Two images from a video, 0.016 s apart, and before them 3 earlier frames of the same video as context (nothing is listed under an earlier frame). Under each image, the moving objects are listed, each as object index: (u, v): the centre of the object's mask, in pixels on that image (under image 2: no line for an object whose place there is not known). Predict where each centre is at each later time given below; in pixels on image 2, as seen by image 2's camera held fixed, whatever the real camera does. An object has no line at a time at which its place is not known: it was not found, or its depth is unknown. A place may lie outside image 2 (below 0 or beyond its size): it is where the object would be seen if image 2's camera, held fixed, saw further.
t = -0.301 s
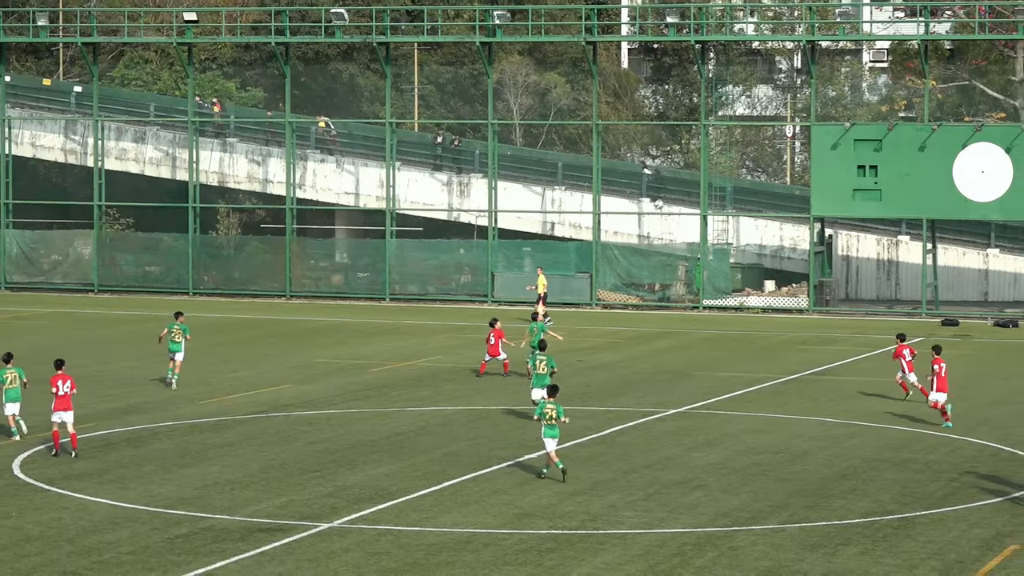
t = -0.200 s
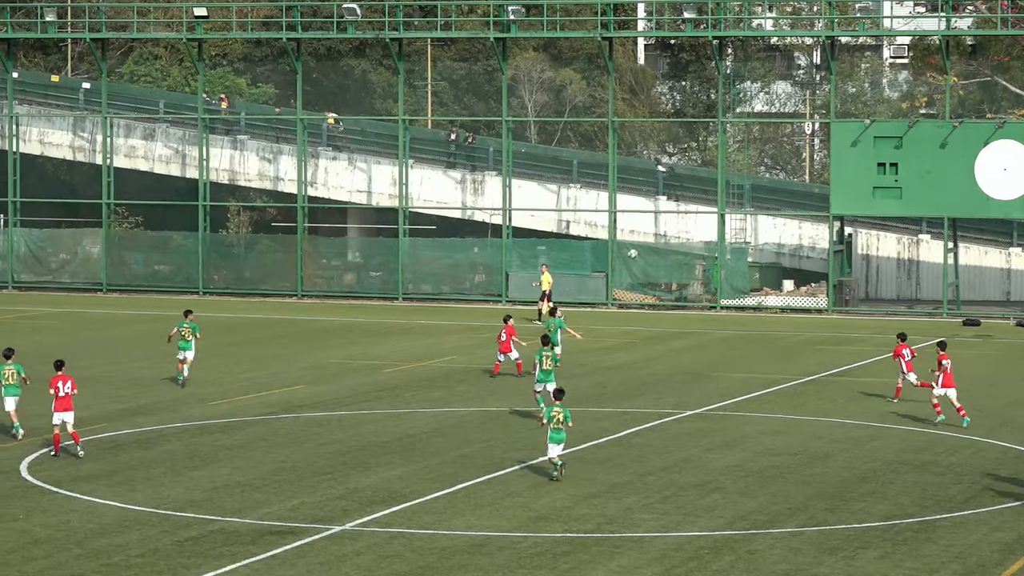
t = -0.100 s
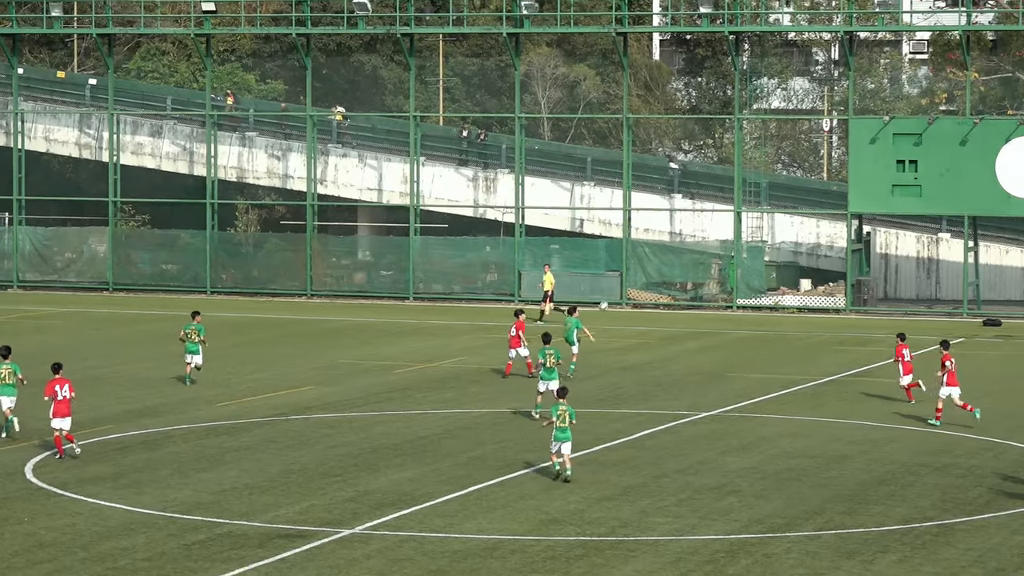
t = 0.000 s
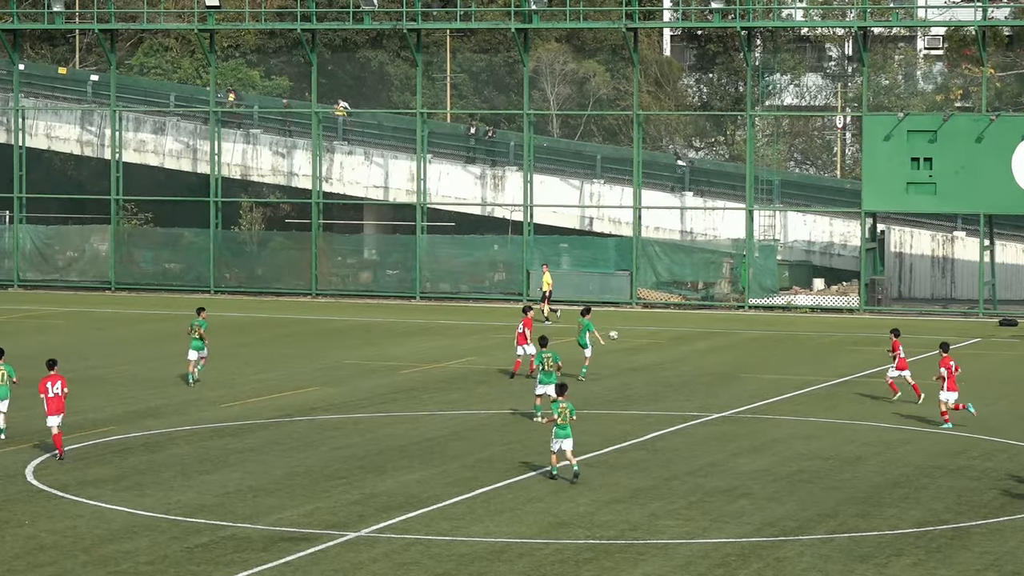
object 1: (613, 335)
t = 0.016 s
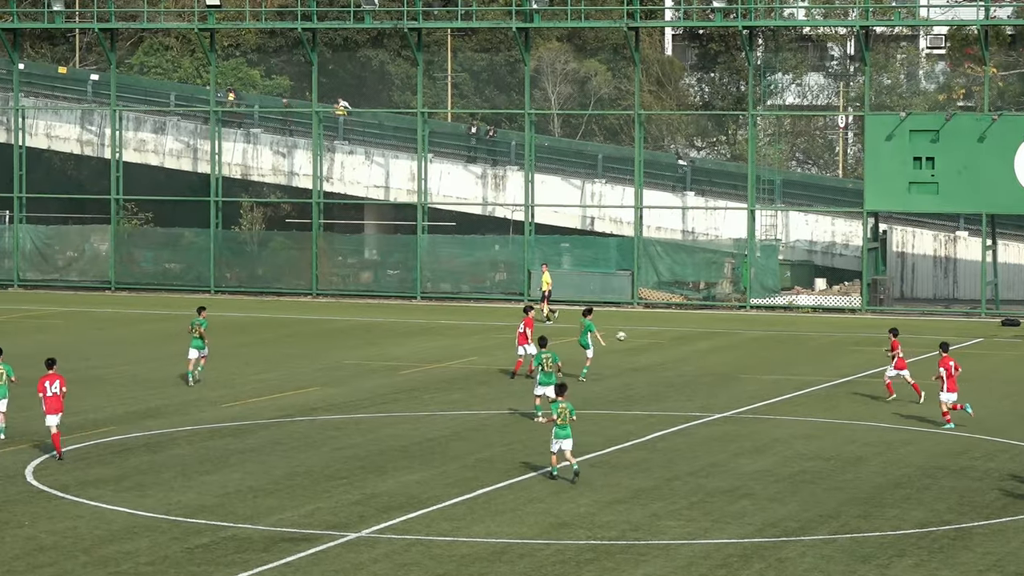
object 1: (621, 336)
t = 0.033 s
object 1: (627, 337)
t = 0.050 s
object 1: (634, 338)
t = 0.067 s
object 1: (640, 339)
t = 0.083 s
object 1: (647, 341)
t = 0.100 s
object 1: (653, 342)
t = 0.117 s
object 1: (660, 344)
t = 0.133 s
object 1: (667, 345)
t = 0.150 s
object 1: (673, 348)
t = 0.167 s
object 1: (679, 350)
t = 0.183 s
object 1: (686, 352)
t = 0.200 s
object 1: (692, 354)
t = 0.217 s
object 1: (698, 357)
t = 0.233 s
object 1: (704, 360)
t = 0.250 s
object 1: (711, 362)
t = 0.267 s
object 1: (717, 365)
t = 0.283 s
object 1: (723, 368)
